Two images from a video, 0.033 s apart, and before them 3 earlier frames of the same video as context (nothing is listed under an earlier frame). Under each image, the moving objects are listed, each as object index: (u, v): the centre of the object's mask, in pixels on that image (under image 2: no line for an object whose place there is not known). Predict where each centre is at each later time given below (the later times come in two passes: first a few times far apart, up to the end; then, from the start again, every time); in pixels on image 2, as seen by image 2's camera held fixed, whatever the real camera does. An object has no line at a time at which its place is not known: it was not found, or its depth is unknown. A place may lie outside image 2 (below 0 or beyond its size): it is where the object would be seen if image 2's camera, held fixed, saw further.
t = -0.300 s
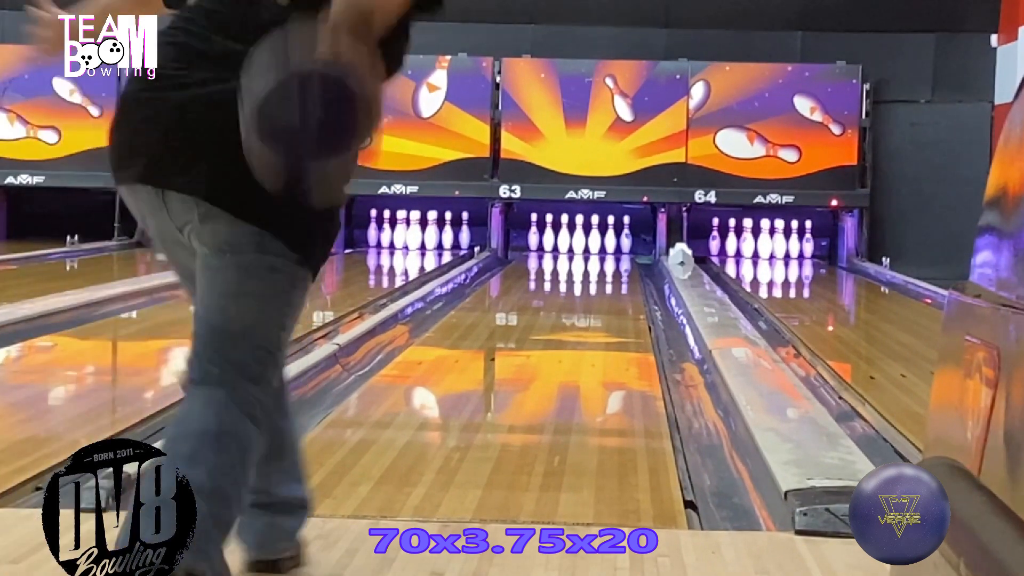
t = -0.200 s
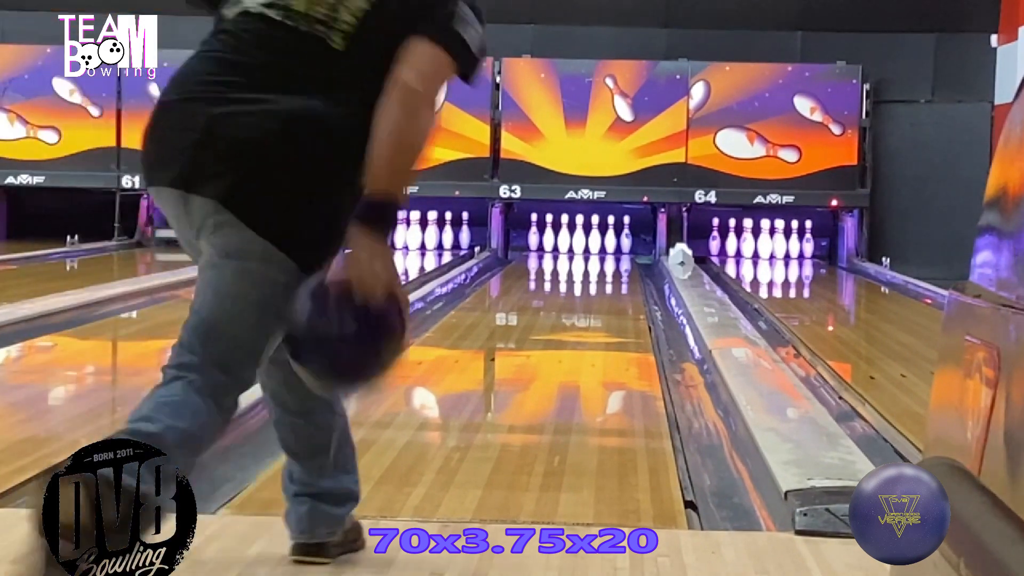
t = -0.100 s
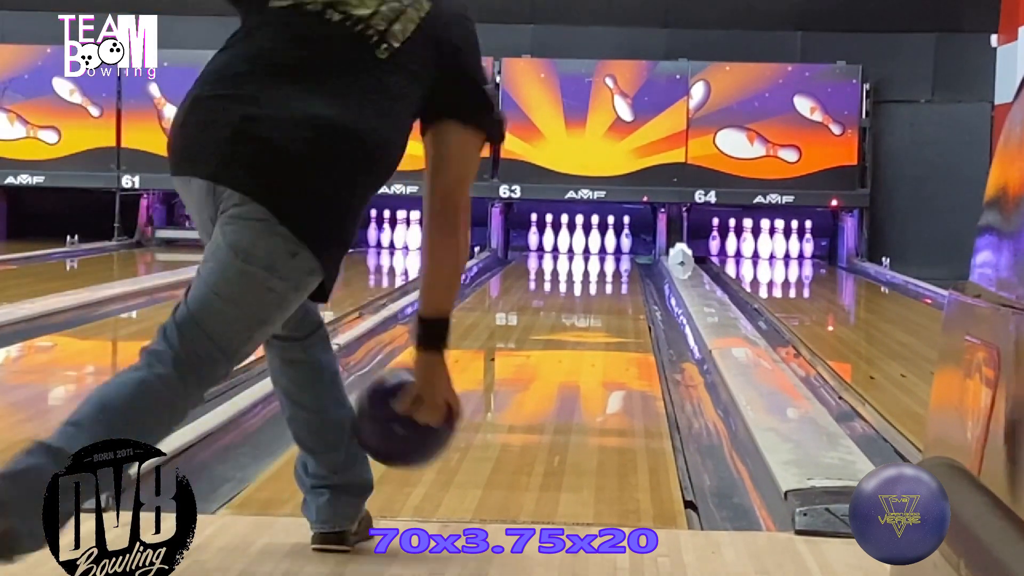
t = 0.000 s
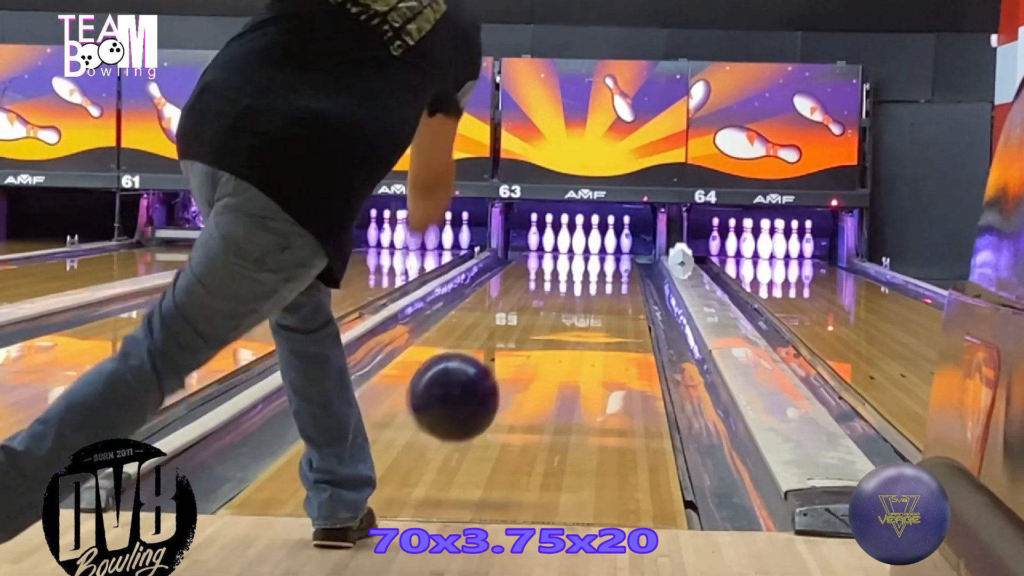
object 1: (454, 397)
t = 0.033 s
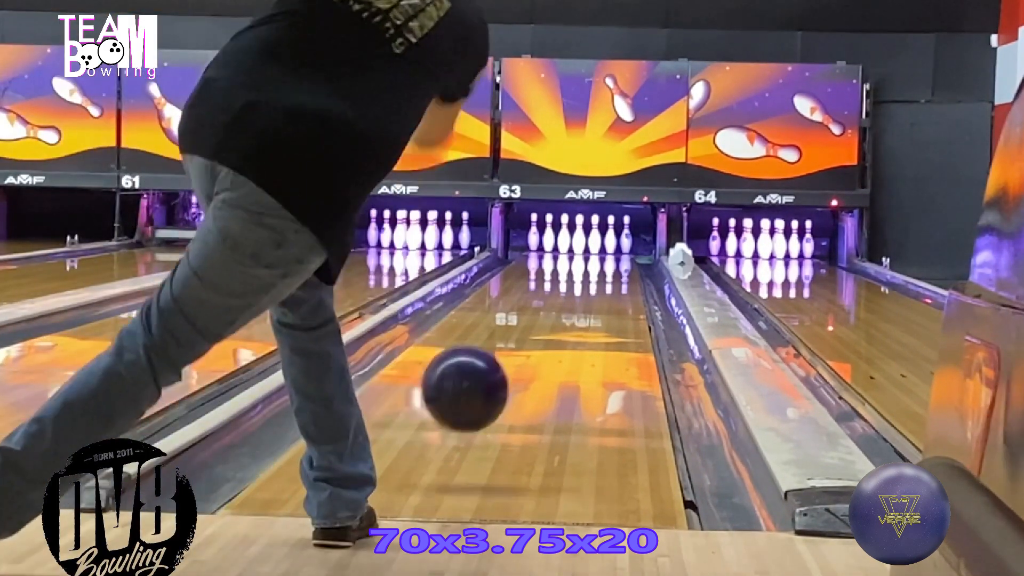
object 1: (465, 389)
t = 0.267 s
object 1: (520, 378)
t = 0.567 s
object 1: (562, 336)
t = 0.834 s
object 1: (584, 311)
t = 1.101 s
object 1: (599, 292)
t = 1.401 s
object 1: (610, 276)
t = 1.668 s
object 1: (614, 266)
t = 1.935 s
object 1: (611, 258)
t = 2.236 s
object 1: (597, 250)
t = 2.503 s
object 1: (581, 245)
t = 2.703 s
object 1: (572, 243)
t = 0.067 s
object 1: (475, 386)
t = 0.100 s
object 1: (484, 387)
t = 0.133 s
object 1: (492, 392)
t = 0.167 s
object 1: (500, 400)
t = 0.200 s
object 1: (507, 397)
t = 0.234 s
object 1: (514, 385)
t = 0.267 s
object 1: (520, 378)
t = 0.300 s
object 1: (526, 375)
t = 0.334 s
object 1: (531, 370)
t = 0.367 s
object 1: (537, 364)
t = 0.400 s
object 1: (542, 359)
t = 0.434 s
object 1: (546, 354)
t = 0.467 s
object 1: (550, 349)
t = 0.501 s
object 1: (555, 345)
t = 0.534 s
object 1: (558, 341)
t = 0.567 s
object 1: (562, 336)
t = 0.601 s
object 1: (565, 332)
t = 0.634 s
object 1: (568, 329)
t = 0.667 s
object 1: (572, 325)
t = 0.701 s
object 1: (574, 322)
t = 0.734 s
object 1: (577, 320)
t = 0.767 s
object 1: (580, 317)
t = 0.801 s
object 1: (582, 314)
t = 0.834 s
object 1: (584, 311)
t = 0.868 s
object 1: (587, 308)
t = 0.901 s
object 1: (589, 305)
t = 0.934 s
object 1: (591, 302)
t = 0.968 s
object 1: (593, 300)
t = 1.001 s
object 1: (595, 298)
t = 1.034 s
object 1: (596, 296)
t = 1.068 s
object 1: (598, 293)
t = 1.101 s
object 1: (599, 292)
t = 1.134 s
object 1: (600, 290)
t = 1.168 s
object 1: (602, 287)
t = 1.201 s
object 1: (604, 285)
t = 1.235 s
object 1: (605, 283)
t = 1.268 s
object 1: (606, 282)
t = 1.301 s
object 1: (607, 280)
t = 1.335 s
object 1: (608, 279)
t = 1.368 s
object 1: (609, 277)
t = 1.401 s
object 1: (610, 276)
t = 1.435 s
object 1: (610, 275)
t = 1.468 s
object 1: (611, 273)
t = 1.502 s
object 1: (612, 272)
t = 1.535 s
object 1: (612, 271)
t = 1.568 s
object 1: (613, 269)
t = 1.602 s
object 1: (613, 268)
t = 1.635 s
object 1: (613, 267)
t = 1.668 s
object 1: (614, 266)
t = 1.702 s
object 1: (614, 266)
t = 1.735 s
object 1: (614, 264)
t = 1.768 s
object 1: (614, 263)
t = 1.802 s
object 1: (613, 262)
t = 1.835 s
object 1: (613, 261)
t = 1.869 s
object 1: (612, 260)
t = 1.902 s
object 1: (611, 259)
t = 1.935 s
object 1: (611, 258)
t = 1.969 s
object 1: (610, 257)
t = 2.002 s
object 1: (609, 256)
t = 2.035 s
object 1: (608, 255)
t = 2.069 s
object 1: (607, 254)
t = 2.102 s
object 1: (606, 253)
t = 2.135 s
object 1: (603, 252)
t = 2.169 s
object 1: (601, 252)
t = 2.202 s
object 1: (599, 251)
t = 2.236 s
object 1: (597, 250)
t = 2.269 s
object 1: (596, 250)
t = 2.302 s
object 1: (594, 249)
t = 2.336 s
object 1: (592, 248)
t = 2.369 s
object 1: (590, 247)
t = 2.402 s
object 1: (587, 247)
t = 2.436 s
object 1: (585, 246)
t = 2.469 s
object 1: (583, 245)
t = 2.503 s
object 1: (581, 245)
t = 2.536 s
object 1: (580, 244)
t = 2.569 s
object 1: (579, 243)
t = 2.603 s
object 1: (578, 243)
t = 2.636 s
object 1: (578, 242)
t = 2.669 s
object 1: (574, 242)
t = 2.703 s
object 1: (572, 243)
